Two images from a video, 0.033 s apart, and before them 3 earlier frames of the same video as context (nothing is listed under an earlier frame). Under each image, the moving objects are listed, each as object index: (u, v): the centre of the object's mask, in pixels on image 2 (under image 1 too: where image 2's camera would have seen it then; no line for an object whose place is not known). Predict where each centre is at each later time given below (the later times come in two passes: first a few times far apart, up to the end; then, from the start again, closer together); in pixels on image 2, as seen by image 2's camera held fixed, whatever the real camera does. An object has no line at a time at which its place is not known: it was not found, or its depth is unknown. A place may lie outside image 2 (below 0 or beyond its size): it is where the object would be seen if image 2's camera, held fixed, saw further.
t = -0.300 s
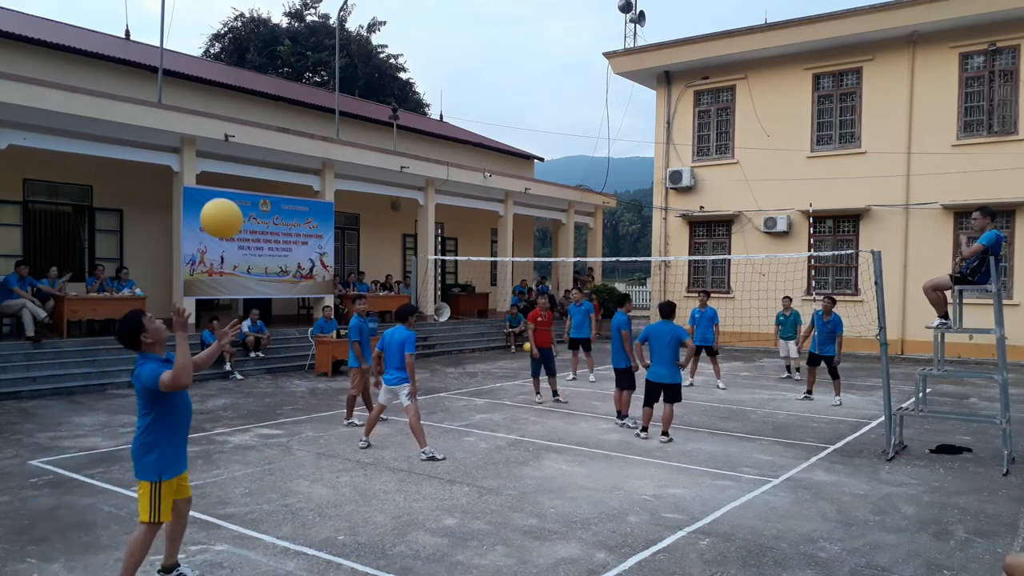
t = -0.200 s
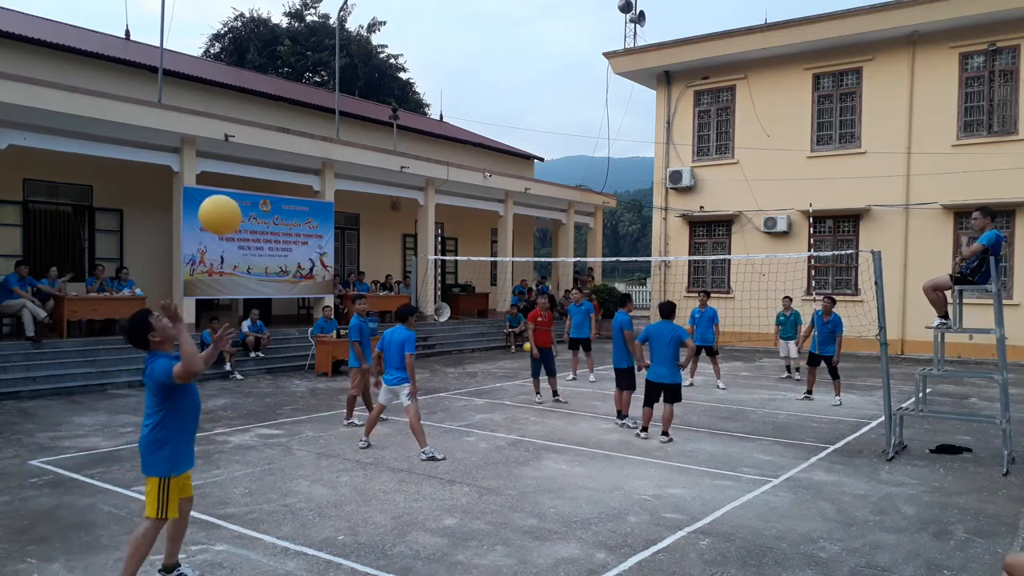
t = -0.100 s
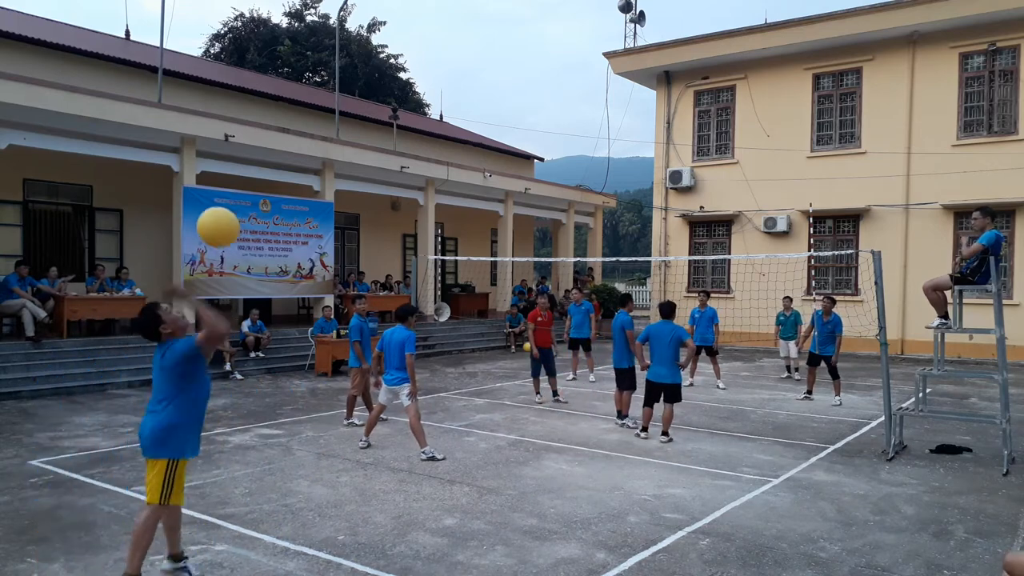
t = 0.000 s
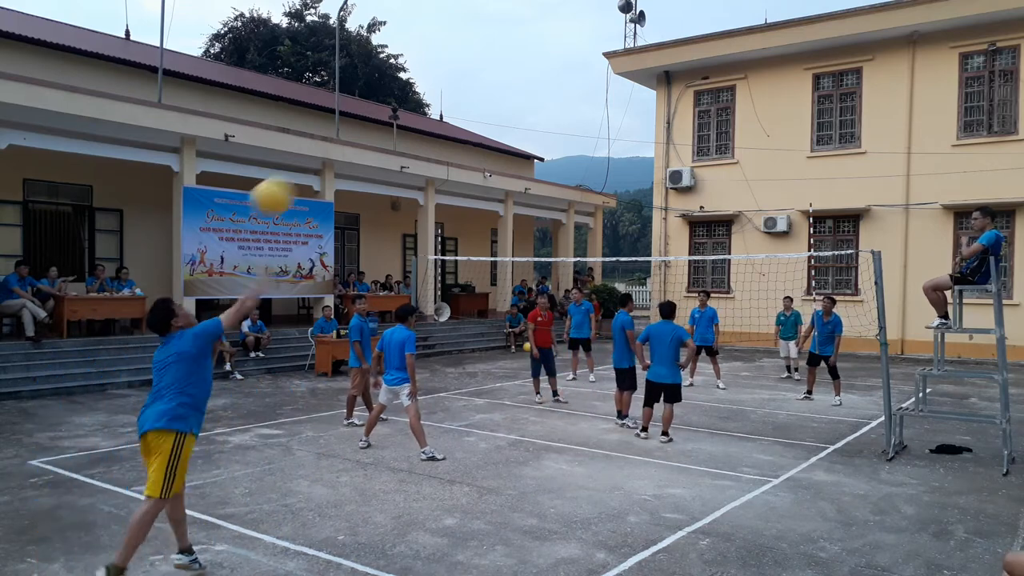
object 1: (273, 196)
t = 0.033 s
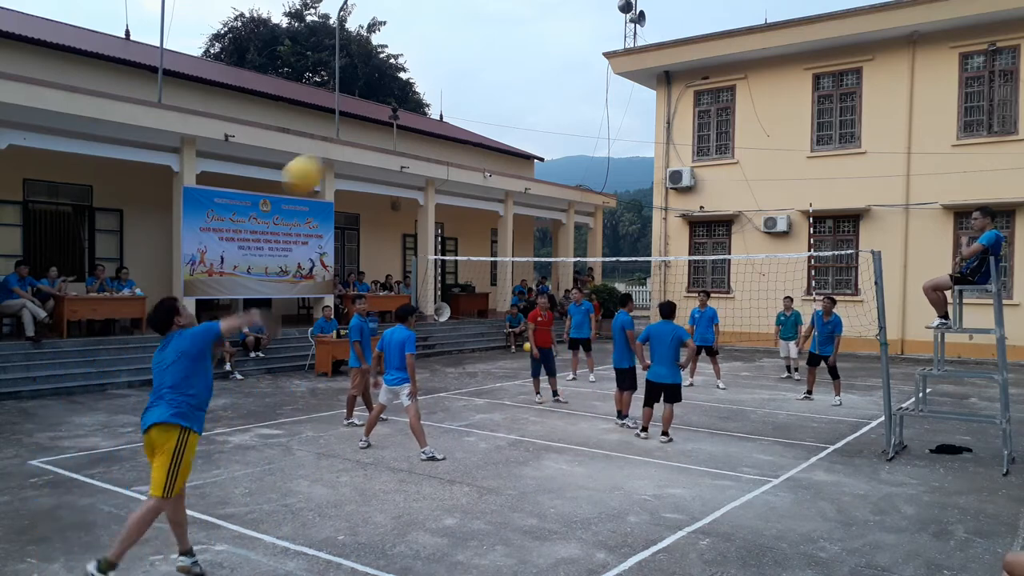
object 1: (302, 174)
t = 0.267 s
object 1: (450, 103)
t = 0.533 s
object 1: (537, 122)
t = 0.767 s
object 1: (582, 174)
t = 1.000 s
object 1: (613, 241)
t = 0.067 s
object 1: (330, 154)
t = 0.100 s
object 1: (357, 138)
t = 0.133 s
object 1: (378, 127)
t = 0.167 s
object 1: (399, 118)
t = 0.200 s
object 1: (416, 112)
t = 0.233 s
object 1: (433, 107)
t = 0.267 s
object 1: (450, 103)
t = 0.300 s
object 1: (464, 102)
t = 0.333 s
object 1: (477, 102)
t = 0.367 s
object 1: (489, 103)
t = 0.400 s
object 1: (500, 105)
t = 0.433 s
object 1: (510, 108)
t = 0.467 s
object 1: (520, 112)
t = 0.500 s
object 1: (529, 117)
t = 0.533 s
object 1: (537, 122)
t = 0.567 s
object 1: (545, 128)
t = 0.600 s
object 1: (552, 135)
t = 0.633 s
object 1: (559, 142)
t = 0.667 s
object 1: (565, 150)
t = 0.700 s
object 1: (571, 158)
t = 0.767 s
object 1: (582, 174)
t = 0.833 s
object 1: (592, 192)
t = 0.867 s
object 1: (596, 201)
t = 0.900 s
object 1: (601, 211)
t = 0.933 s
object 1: (606, 221)
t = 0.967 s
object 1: (610, 231)
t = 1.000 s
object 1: (613, 241)
